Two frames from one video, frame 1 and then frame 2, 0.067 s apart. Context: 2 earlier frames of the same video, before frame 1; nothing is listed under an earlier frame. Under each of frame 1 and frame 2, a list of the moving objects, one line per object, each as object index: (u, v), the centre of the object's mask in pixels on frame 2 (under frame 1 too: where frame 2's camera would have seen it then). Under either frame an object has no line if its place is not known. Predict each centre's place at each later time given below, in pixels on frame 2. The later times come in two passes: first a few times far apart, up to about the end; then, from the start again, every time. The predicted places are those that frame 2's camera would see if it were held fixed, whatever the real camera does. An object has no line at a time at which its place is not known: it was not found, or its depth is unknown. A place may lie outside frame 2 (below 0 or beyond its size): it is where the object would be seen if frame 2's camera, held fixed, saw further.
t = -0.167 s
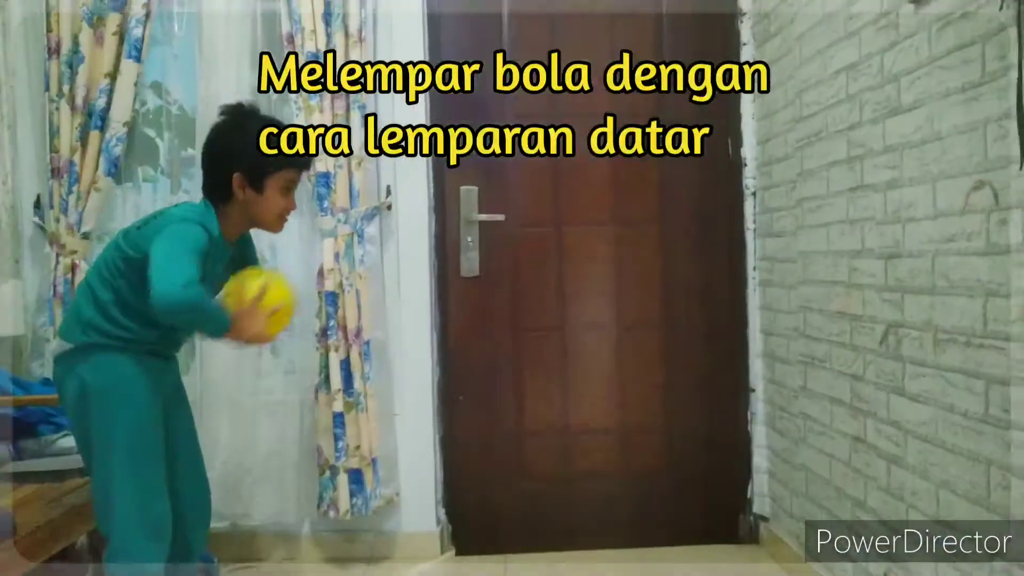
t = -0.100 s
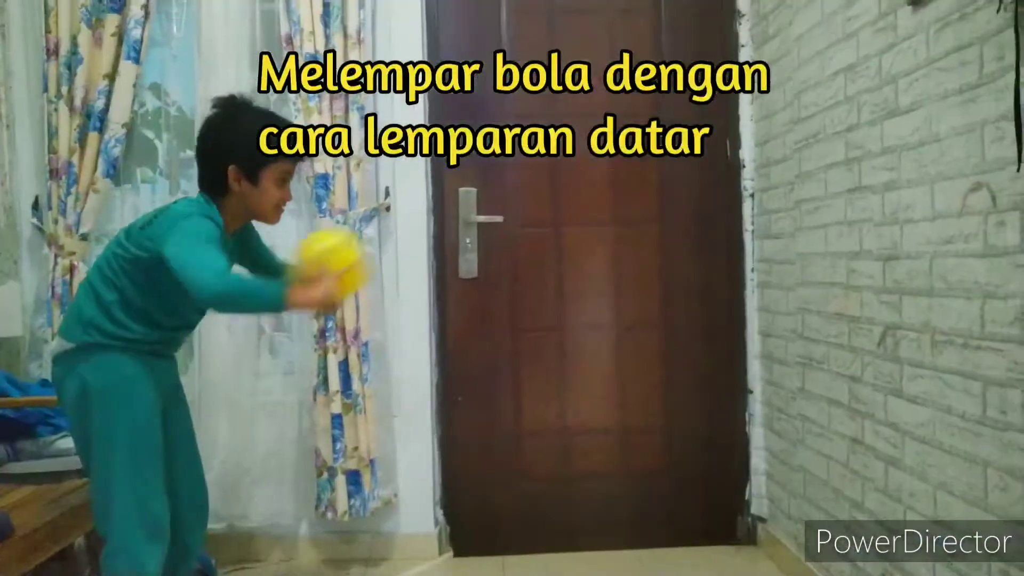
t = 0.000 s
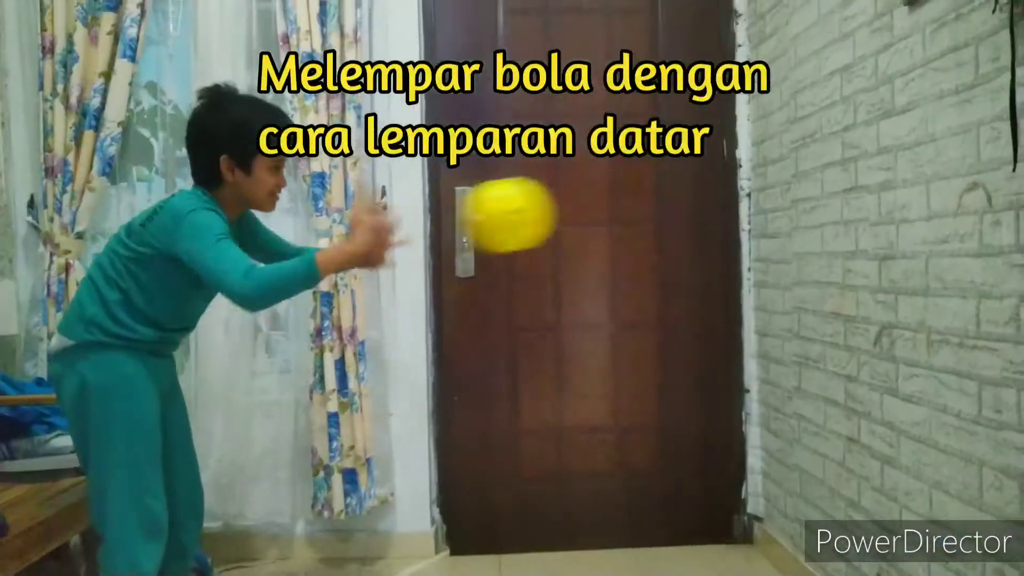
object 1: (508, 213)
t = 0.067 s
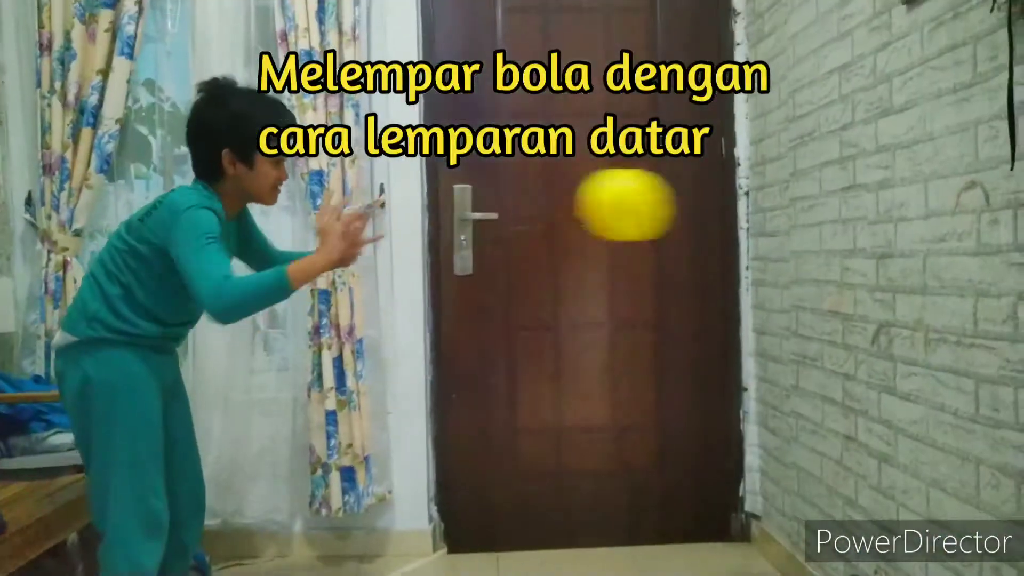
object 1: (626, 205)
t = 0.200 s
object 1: (810, 248)
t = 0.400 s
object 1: (616, 427)
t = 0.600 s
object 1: (458, 539)
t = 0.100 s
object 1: (685, 208)
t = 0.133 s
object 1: (739, 217)
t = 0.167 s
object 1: (799, 231)
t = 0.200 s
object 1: (810, 248)
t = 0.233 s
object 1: (777, 265)
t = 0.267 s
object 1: (742, 289)
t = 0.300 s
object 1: (709, 316)
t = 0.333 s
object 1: (679, 348)
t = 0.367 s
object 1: (648, 384)
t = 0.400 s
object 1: (616, 427)
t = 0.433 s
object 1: (585, 473)
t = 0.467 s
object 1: (558, 517)
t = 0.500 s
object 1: (531, 558)
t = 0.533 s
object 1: (499, 574)
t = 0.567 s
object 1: (478, 558)
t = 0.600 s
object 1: (458, 539)
